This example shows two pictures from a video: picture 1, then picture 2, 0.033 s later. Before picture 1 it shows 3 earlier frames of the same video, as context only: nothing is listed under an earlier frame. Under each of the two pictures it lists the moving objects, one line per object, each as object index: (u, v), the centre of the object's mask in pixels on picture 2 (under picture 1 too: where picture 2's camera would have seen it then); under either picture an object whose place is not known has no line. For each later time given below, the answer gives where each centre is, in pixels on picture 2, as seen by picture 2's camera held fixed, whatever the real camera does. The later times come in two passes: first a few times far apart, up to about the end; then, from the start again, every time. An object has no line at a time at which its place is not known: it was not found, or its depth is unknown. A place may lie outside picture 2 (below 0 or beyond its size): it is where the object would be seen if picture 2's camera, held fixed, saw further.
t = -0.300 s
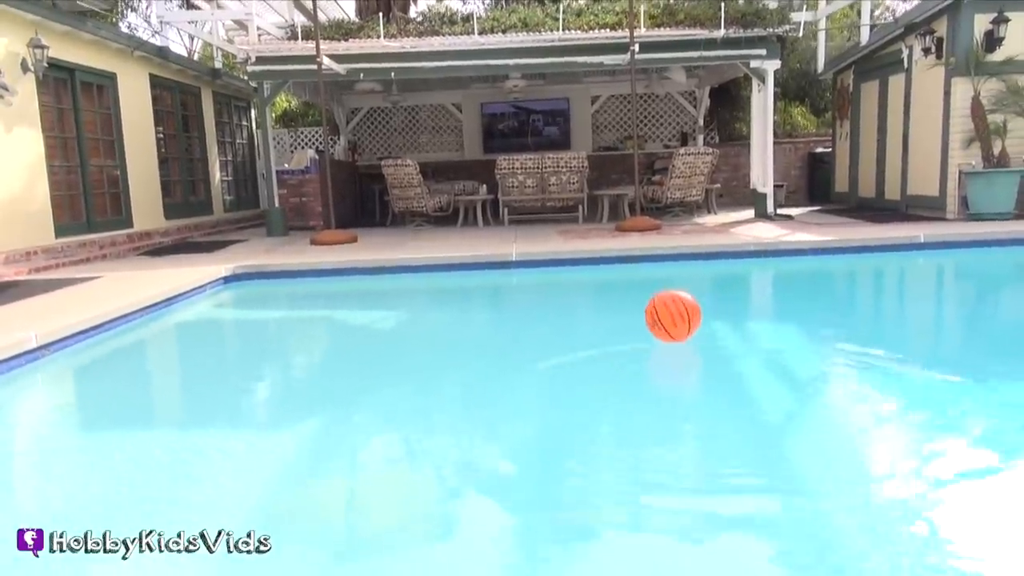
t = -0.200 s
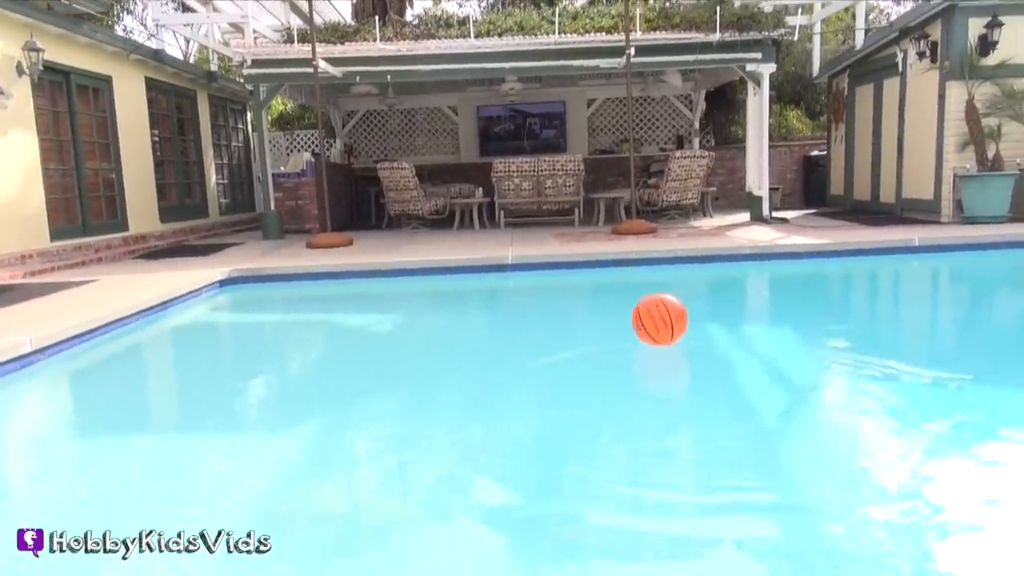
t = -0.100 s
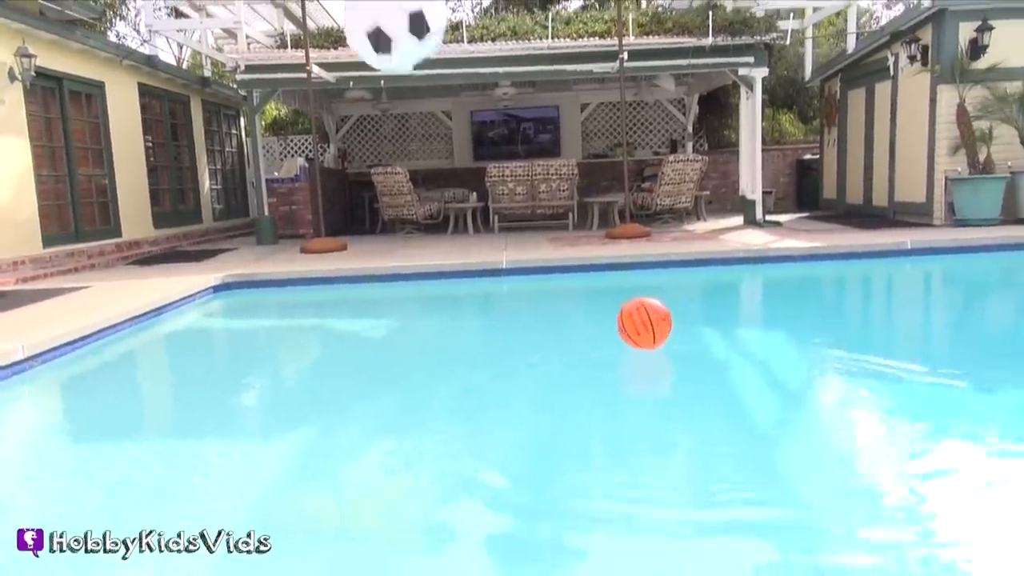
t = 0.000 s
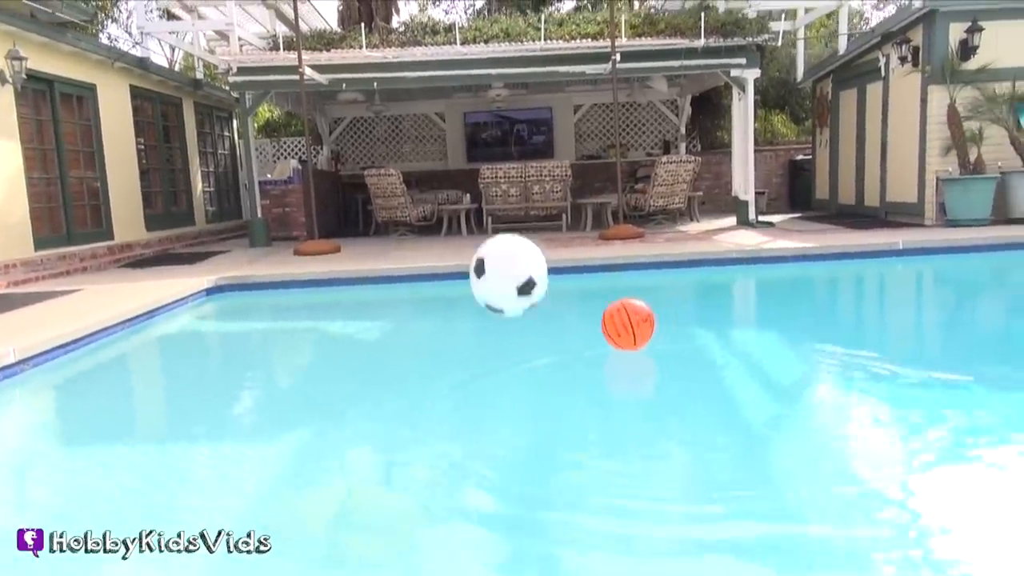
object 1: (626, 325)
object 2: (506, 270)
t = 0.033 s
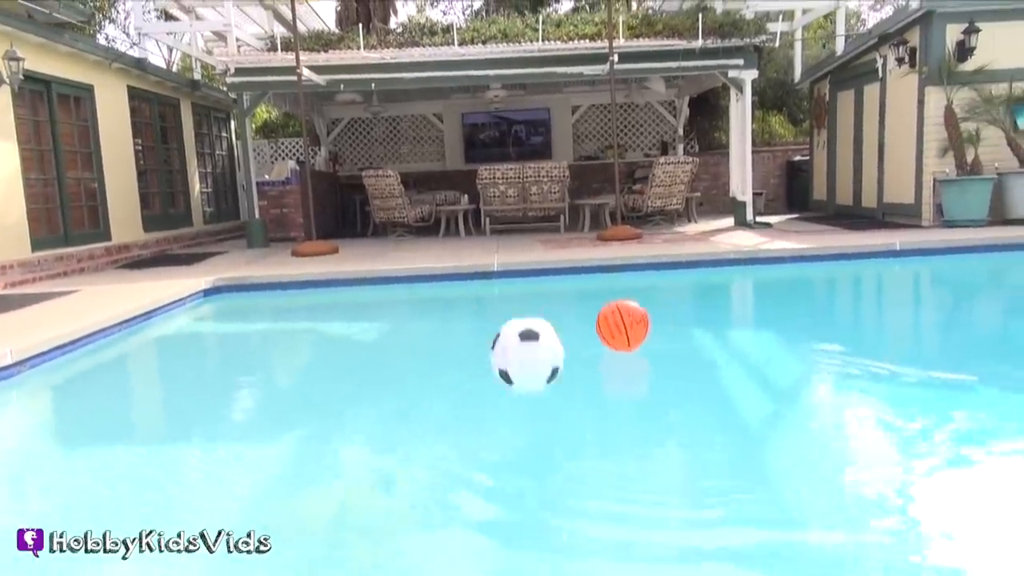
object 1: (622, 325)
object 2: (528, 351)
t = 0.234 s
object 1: (604, 325)
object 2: (542, 381)
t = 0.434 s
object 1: (587, 325)
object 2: (542, 370)
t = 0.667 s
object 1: (567, 324)
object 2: (528, 361)
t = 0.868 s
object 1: (552, 323)
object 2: (514, 356)
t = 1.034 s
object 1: (538, 323)
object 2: (502, 353)
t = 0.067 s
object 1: (620, 325)
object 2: (536, 395)
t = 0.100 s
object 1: (616, 325)
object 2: (535, 397)
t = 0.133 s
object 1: (613, 325)
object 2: (535, 394)
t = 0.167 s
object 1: (610, 325)
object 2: (537, 387)
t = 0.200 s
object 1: (607, 325)
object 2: (540, 382)
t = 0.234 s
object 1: (604, 325)
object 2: (542, 381)
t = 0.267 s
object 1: (602, 325)
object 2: (544, 380)
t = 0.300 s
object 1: (599, 325)
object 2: (544, 379)
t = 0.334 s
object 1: (596, 325)
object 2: (544, 376)
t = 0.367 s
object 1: (593, 325)
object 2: (543, 375)
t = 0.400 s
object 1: (589, 325)
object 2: (543, 372)
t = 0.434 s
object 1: (587, 325)
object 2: (542, 370)
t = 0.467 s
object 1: (584, 325)
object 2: (540, 370)
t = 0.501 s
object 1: (581, 325)
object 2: (538, 367)
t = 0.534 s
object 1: (578, 325)
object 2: (536, 366)
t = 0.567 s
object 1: (576, 325)
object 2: (534, 365)
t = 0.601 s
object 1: (573, 325)
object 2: (532, 363)
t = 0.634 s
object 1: (570, 324)
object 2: (530, 362)
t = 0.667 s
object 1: (567, 324)
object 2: (528, 361)
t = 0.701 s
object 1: (565, 324)
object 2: (526, 360)
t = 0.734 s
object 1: (562, 324)
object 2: (523, 359)
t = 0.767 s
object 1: (560, 324)
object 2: (521, 358)
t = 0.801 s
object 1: (557, 323)
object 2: (519, 358)
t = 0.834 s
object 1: (554, 323)
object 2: (517, 357)
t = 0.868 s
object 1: (552, 323)
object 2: (514, 356)
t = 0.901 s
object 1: (548, 323)
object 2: (511, 355)
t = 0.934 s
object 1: (546, 323)
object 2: (509, 355)
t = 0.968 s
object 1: (543, 323)
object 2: (506, 354)
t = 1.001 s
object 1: (541, 323)
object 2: (504, 354)
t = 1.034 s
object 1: (538, 323)
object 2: (502, 353)
